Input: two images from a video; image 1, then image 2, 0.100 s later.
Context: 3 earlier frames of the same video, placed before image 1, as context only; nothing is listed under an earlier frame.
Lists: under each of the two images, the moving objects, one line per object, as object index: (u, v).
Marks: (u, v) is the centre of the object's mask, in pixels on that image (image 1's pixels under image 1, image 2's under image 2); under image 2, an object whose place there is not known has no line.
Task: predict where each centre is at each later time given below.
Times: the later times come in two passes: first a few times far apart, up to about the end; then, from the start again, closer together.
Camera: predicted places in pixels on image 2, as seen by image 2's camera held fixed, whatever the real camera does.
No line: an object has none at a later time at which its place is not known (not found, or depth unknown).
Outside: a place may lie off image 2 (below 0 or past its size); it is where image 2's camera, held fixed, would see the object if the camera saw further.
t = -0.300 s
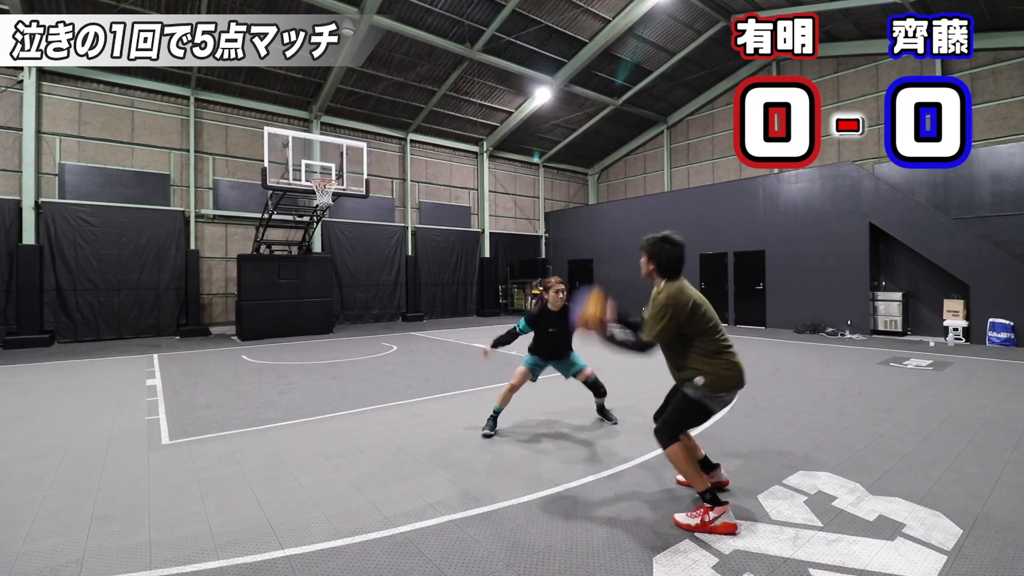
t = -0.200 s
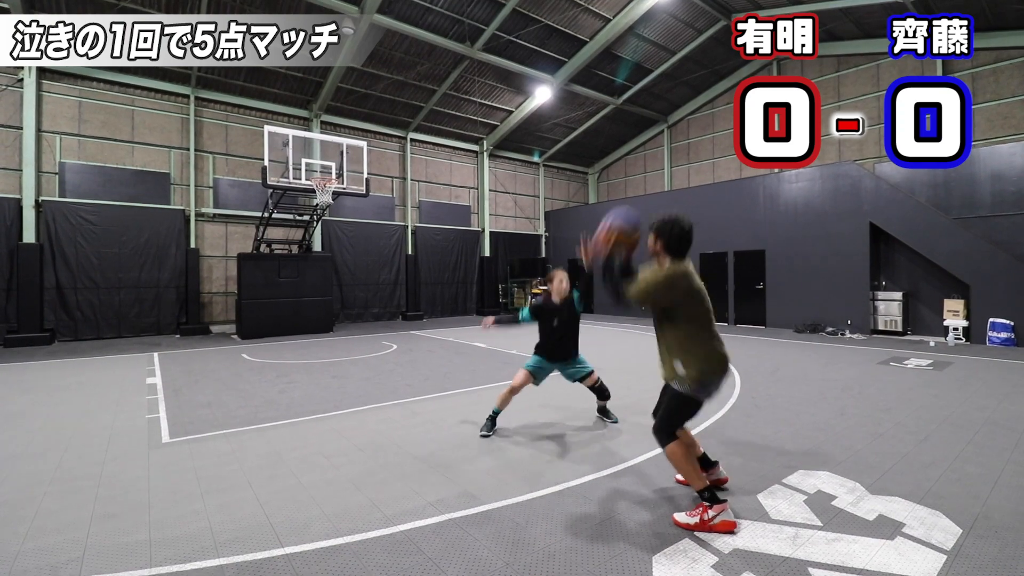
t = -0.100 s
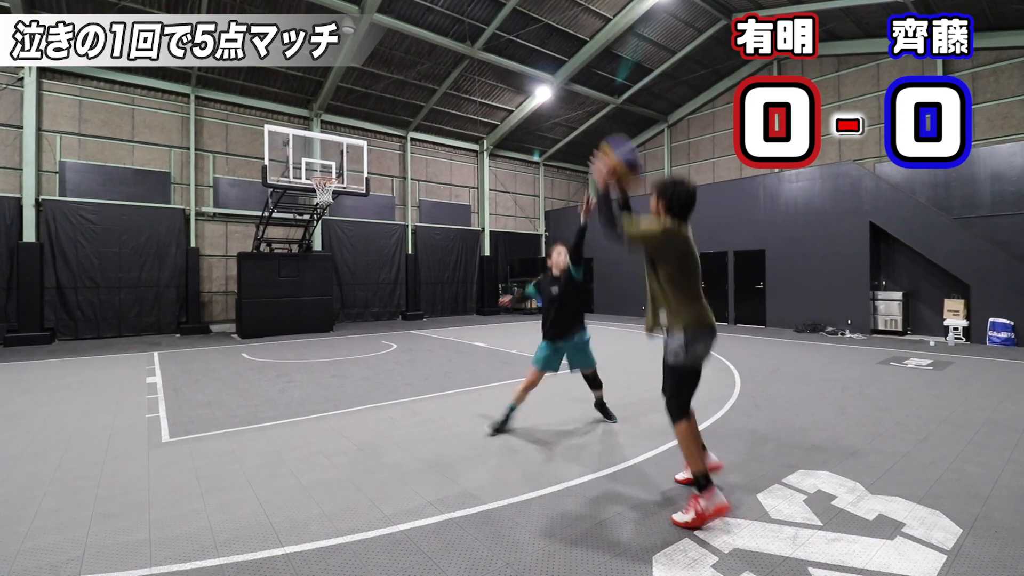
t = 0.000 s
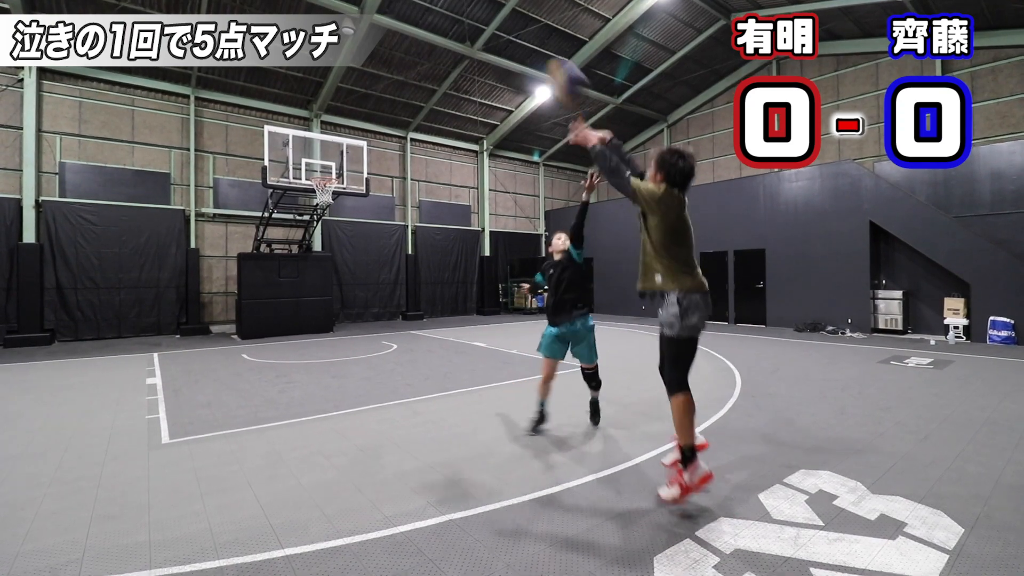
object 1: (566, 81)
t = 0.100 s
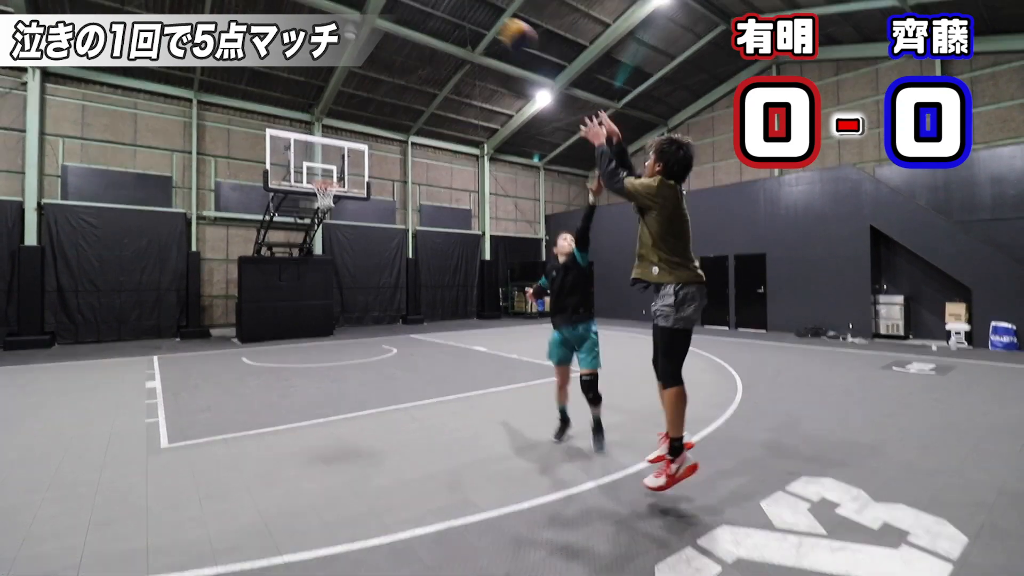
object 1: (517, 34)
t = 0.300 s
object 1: (448, -6)
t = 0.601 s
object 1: (385, 12)
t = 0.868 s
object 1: (348, 69)
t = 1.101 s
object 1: (323, 139)
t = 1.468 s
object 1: (256, 147)
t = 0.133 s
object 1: (503, 22)
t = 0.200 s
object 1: (479, 7)
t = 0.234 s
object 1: (467, 0)
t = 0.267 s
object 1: (458, -3)
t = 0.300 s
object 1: (448, -6)
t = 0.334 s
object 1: (439, -8)
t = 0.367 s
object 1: (431, -8)
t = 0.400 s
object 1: (423, -9)
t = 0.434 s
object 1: (416, -7)
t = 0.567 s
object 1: (390, 8)
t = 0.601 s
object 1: (385, 12)
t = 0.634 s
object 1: (379, 17)
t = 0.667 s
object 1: (374, 22)
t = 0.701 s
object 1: (370, 29)
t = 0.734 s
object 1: (365, 36)
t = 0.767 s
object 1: (361, 44)
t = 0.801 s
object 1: (356, 52)
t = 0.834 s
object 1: (352, 61)
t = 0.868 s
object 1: (348, 69)
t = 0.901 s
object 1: (345, 79)
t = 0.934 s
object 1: (340, 89)
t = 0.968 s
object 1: (337, 99)
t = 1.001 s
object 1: (334, 108)
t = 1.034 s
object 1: (330, 117)
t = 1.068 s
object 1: (327, 129)
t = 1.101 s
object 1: (323, 139)
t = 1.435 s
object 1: (263, 149)
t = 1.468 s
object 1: (256, 147)
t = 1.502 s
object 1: (248, 146)
